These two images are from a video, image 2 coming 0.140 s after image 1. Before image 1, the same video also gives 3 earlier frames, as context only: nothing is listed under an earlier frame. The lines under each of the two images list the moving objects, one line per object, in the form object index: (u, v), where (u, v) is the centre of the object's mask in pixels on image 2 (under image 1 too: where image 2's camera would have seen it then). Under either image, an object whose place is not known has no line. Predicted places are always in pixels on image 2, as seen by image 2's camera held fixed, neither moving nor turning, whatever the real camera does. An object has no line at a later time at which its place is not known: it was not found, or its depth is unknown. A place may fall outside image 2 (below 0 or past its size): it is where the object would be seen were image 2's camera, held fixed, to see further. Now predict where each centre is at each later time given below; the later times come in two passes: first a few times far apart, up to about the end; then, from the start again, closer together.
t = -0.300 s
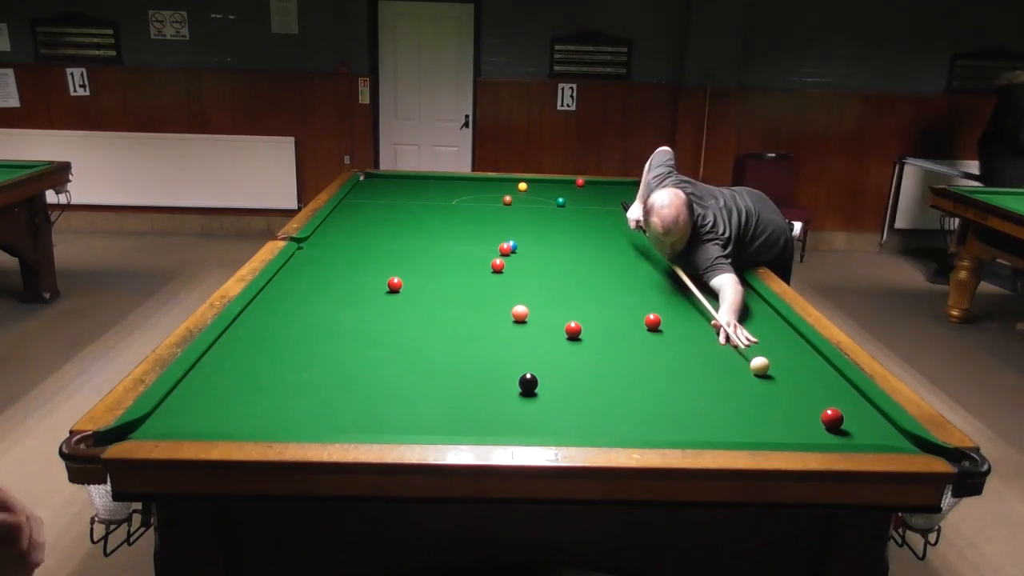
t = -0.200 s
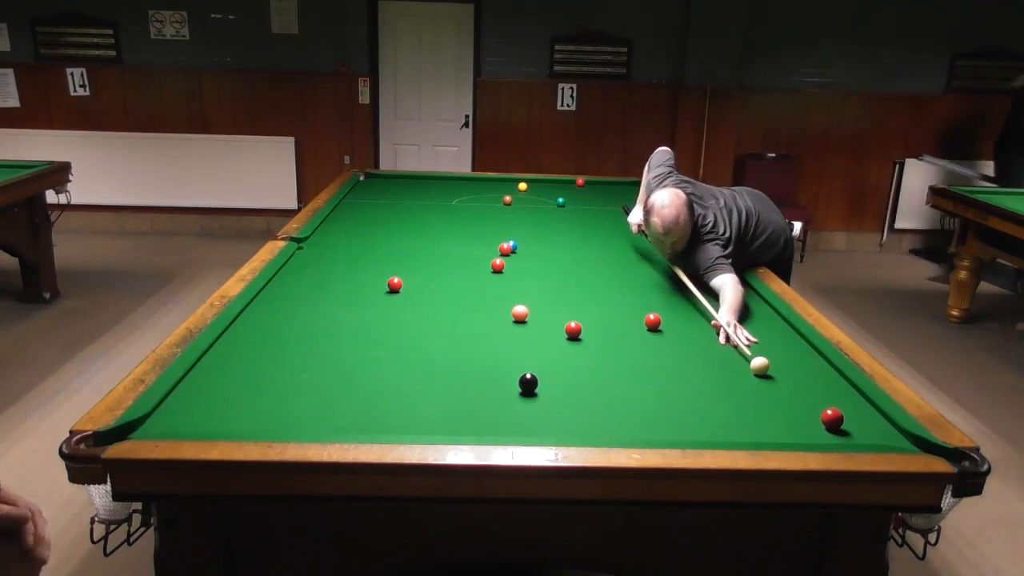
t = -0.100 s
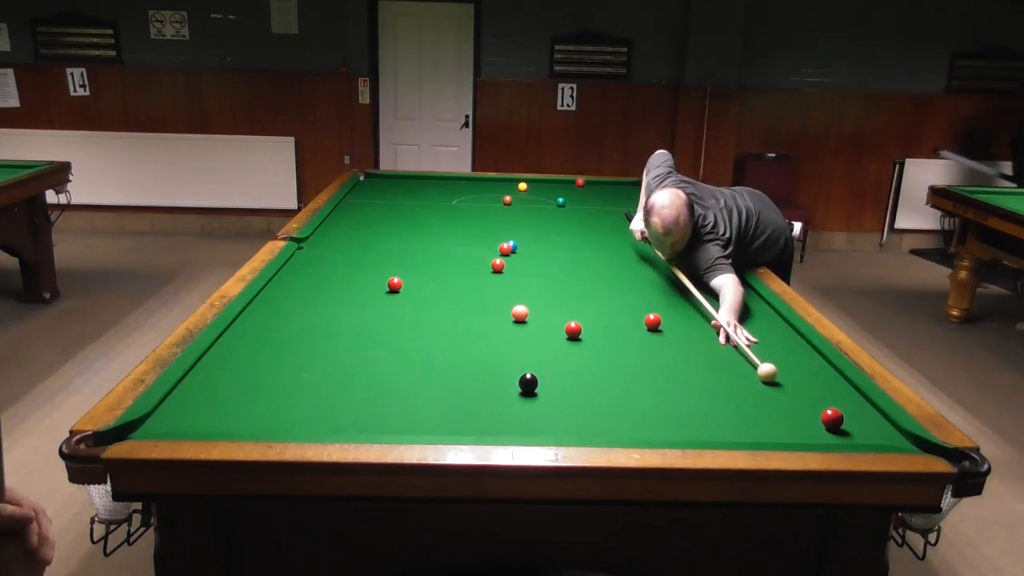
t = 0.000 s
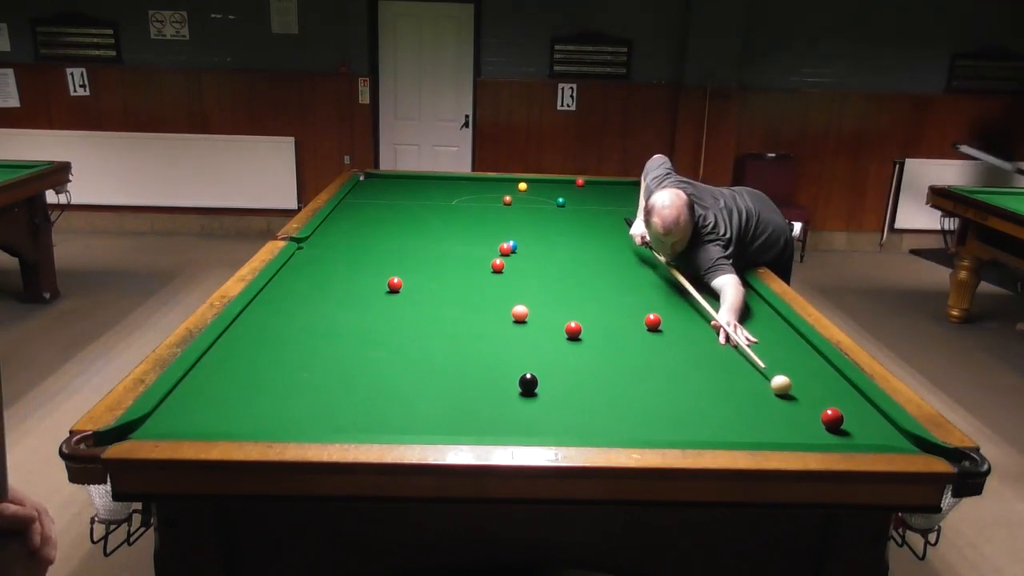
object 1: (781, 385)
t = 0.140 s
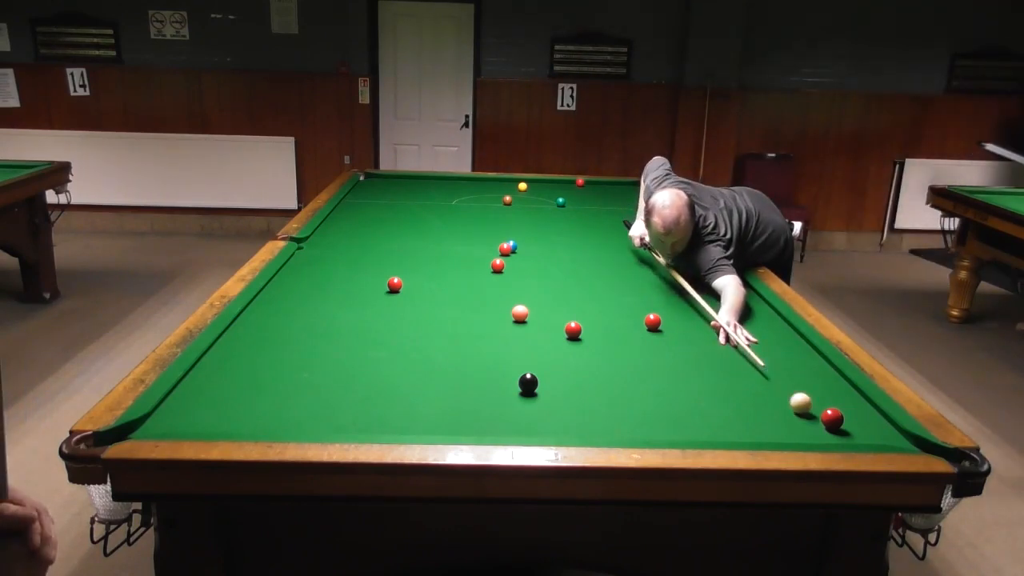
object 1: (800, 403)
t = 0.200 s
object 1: (809, 411)
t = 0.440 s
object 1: (804, 432)
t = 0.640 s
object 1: (790, 433)
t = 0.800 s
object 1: (772, 426)
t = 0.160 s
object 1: (803, 405)
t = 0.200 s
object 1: (809, 411)
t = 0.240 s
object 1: (808, 414)
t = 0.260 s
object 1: (808, 416)
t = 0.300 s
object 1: (807, 419)
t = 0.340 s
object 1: (806, 423)
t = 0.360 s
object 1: (806, 425)
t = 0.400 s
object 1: (805, 428)
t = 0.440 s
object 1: (804, 432)
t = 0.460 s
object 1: (804, 433)
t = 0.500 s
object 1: (803, 435)
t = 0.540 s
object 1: (801, 437)
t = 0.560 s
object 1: (799, 436)
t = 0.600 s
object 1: (794, 434)
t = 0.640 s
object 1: (790, 433)
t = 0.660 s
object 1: (788, 433)
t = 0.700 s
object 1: (783, 431)
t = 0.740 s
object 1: (778, 429)
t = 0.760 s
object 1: (776, 428)
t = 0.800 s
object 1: (772, 426)
